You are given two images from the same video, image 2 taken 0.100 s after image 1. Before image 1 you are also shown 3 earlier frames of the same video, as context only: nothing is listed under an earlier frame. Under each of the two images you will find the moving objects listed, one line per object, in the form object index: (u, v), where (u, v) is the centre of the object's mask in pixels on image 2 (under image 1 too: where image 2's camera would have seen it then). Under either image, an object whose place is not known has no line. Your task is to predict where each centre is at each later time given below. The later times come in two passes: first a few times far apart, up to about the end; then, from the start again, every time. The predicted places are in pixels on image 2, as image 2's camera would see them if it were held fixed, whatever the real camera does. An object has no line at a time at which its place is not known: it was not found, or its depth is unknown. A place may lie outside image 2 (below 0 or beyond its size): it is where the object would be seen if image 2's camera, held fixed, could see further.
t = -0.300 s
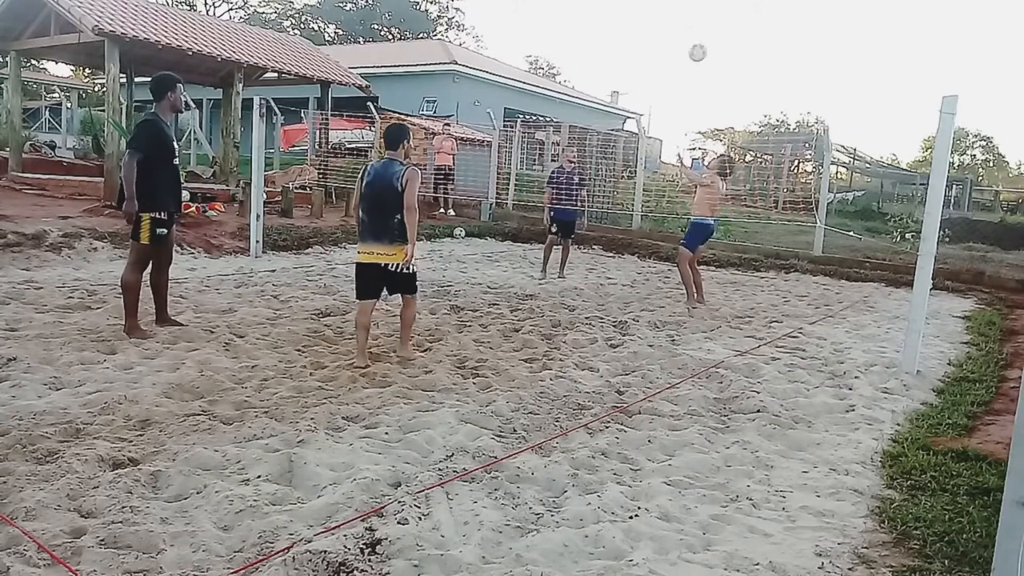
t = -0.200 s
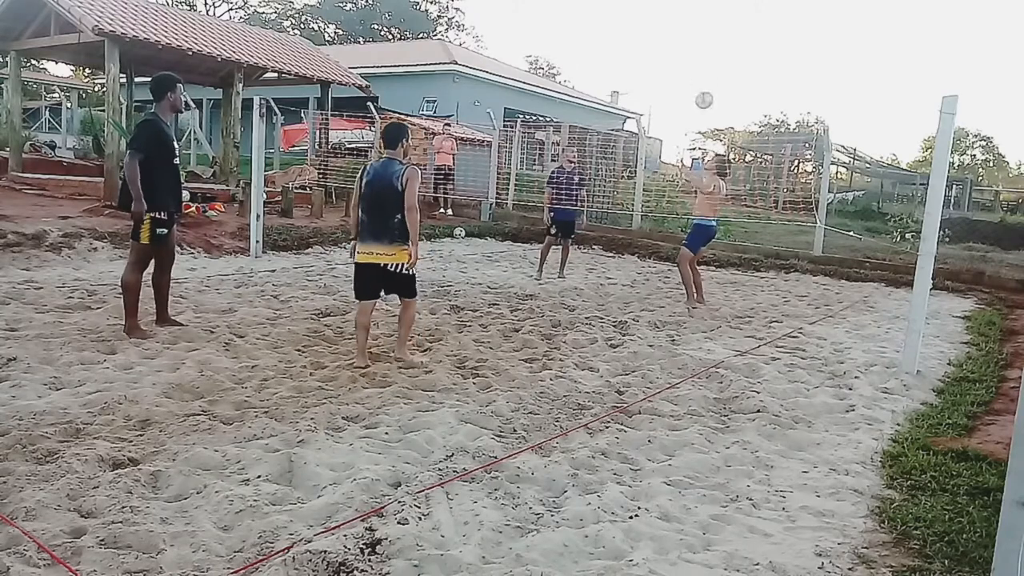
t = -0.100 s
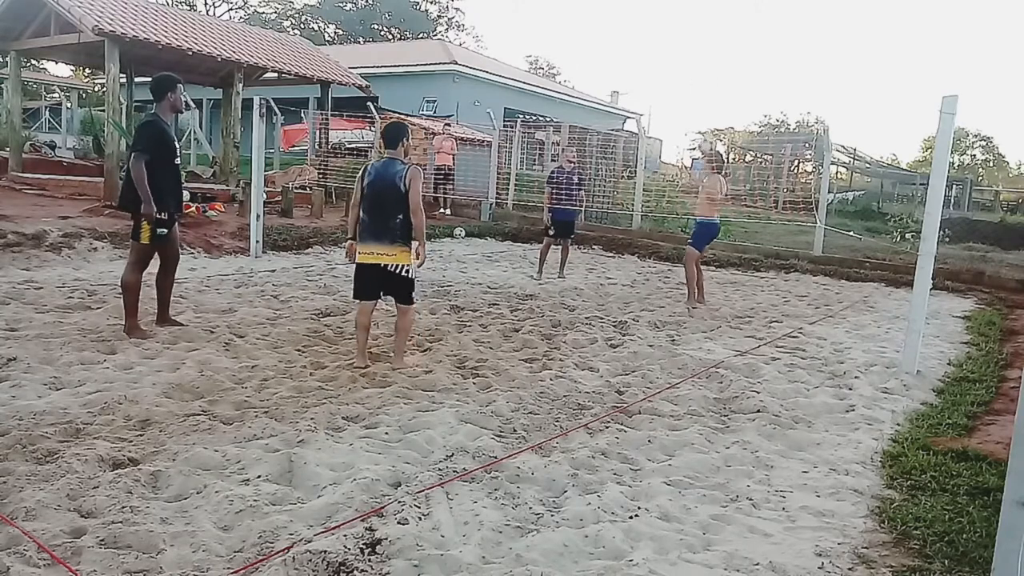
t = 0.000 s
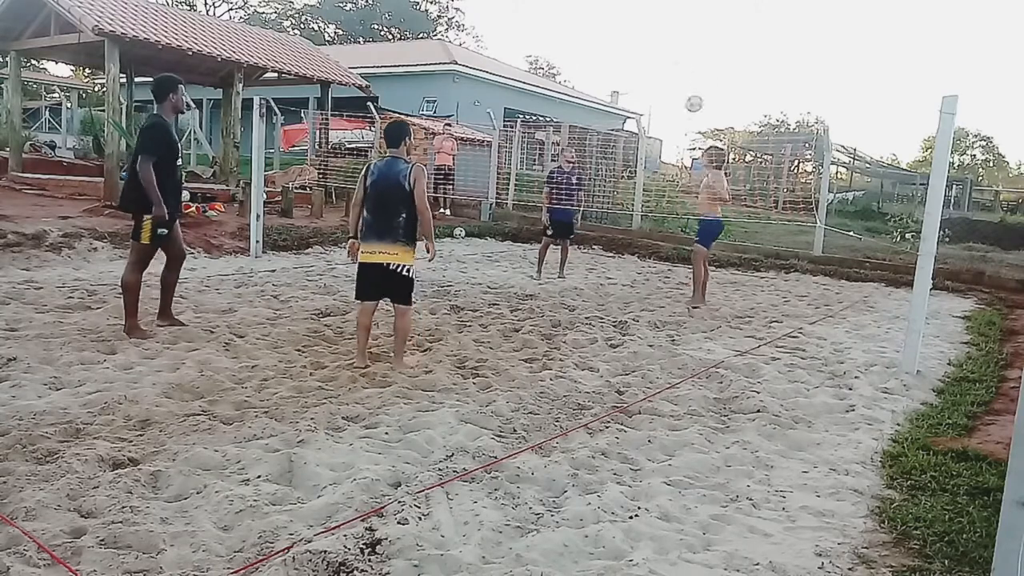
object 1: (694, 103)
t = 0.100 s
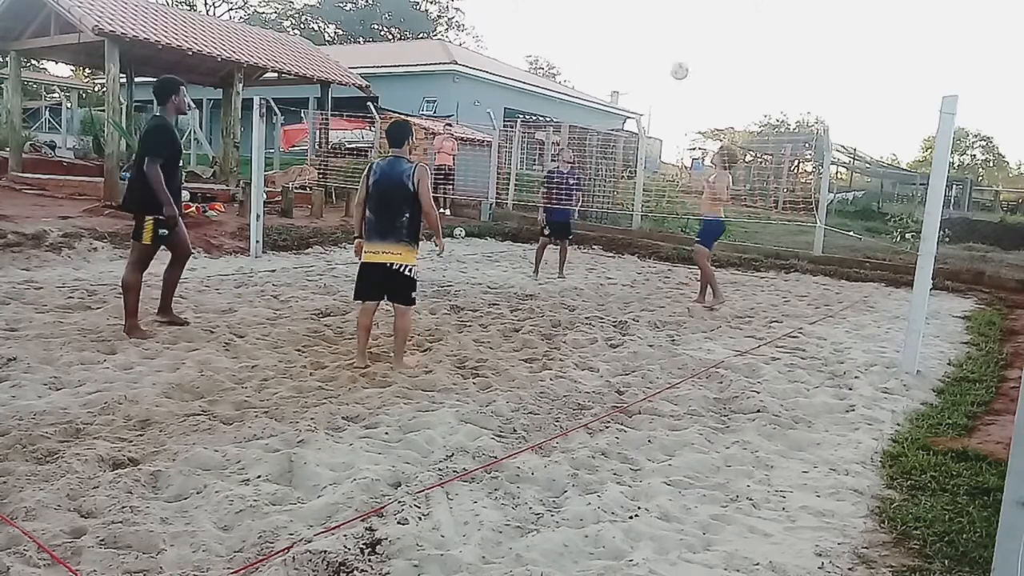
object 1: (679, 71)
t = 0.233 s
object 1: (660, 42)
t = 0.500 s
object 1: (618, 34)
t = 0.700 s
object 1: (585, 69)
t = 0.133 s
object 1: (674, 62)
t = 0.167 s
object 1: (670, 55)
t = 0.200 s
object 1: (664, 48)
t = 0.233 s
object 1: (660, 42)
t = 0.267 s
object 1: (654, 38)
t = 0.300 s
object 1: (649, 34)
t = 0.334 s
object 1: (644, 31)
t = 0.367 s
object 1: (639, 30)
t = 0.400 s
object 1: (633, 29)
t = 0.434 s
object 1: (628, 30)
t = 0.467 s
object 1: (623, 32)
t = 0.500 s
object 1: (618, 34)
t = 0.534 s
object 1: (612, 38)
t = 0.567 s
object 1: (607, 42)
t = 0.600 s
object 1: (601, 47)
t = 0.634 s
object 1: (596, 53)
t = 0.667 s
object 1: (590, 61)
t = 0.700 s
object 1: (585, 69)
